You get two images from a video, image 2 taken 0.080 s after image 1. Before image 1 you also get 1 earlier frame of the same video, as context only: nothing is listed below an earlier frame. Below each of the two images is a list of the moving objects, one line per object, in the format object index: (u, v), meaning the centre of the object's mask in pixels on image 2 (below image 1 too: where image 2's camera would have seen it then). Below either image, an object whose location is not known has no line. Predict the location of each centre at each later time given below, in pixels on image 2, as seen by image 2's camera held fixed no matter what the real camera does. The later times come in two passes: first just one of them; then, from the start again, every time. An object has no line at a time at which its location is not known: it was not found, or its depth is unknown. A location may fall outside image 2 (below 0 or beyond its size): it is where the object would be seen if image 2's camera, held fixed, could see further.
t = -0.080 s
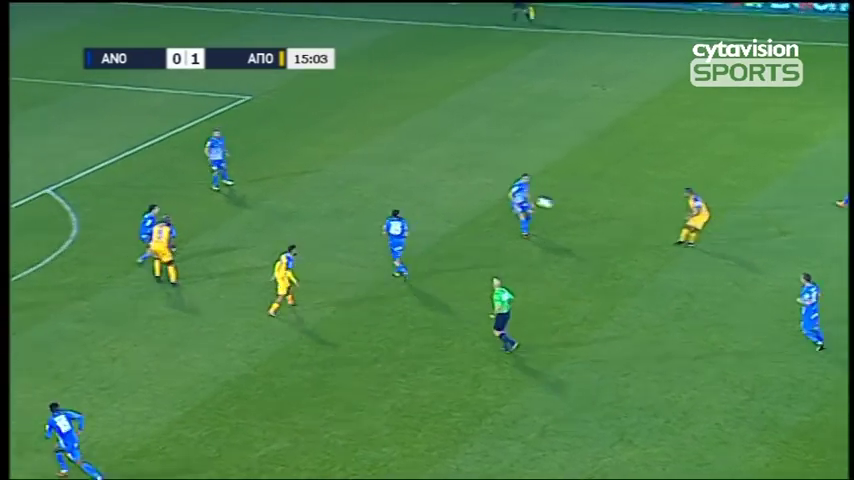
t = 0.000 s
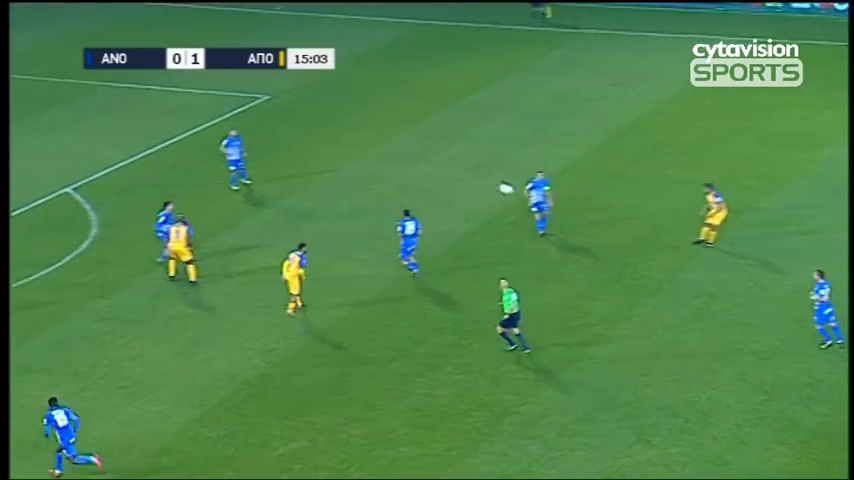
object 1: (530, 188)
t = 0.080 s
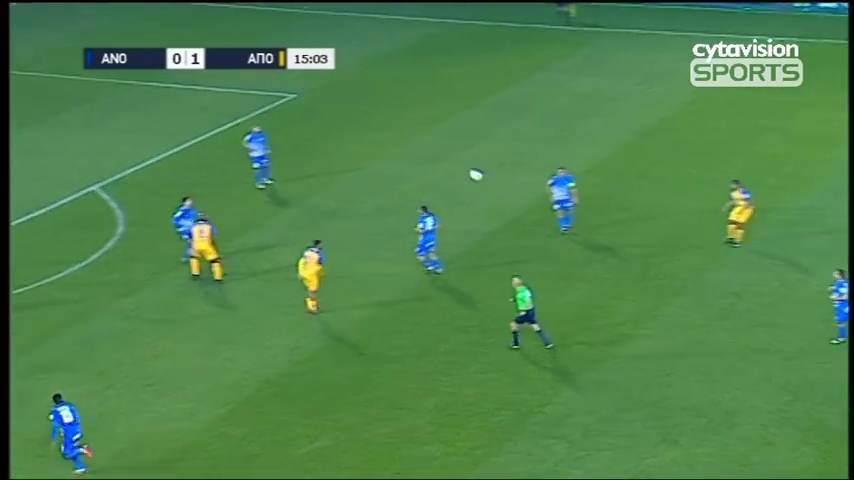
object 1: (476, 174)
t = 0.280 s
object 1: (342, 145)
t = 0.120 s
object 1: (447, 168)
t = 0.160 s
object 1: (420, 162)
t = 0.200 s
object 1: (394, 156)
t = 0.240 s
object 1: (367, 151)
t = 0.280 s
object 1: (342, 145)
